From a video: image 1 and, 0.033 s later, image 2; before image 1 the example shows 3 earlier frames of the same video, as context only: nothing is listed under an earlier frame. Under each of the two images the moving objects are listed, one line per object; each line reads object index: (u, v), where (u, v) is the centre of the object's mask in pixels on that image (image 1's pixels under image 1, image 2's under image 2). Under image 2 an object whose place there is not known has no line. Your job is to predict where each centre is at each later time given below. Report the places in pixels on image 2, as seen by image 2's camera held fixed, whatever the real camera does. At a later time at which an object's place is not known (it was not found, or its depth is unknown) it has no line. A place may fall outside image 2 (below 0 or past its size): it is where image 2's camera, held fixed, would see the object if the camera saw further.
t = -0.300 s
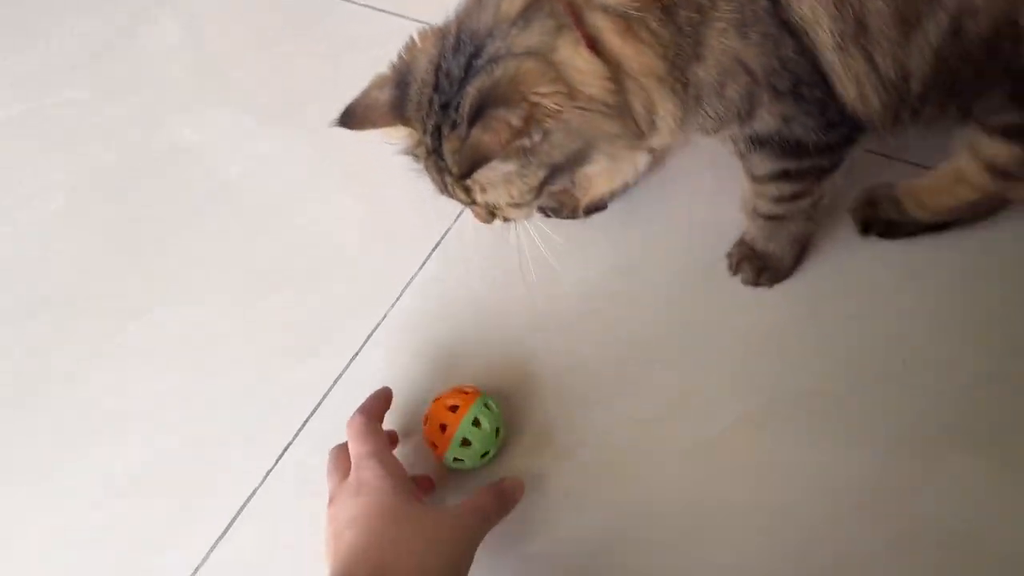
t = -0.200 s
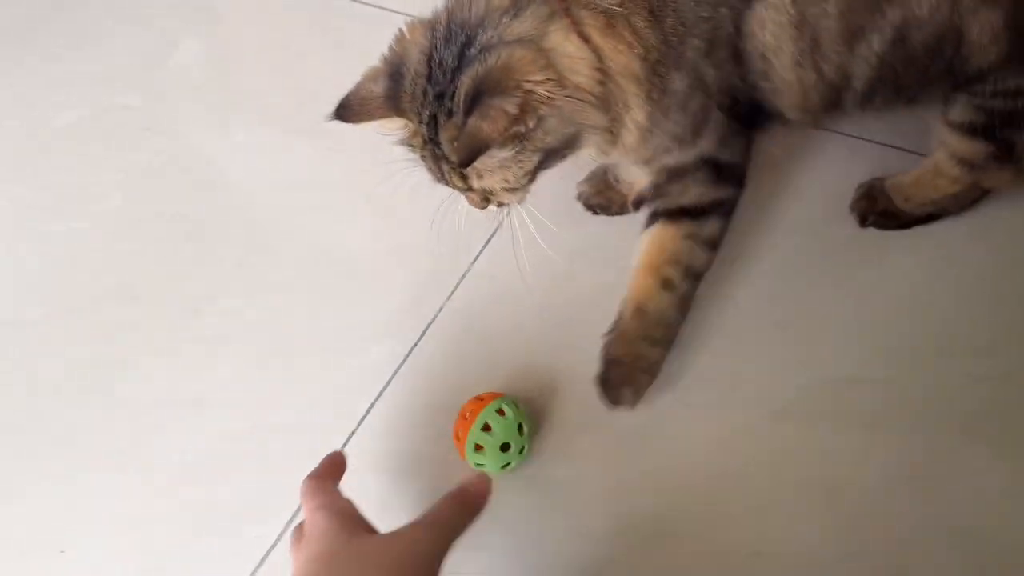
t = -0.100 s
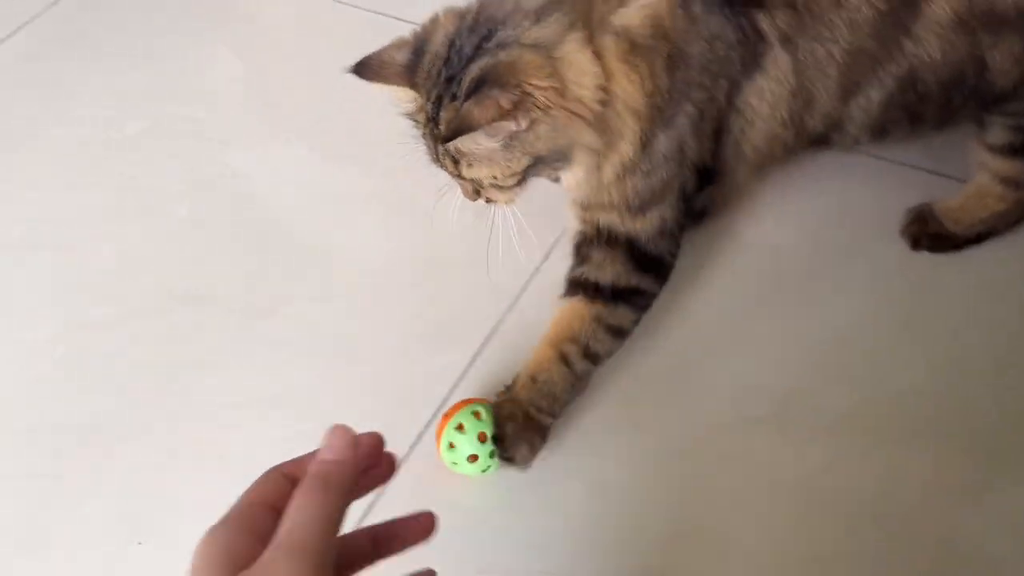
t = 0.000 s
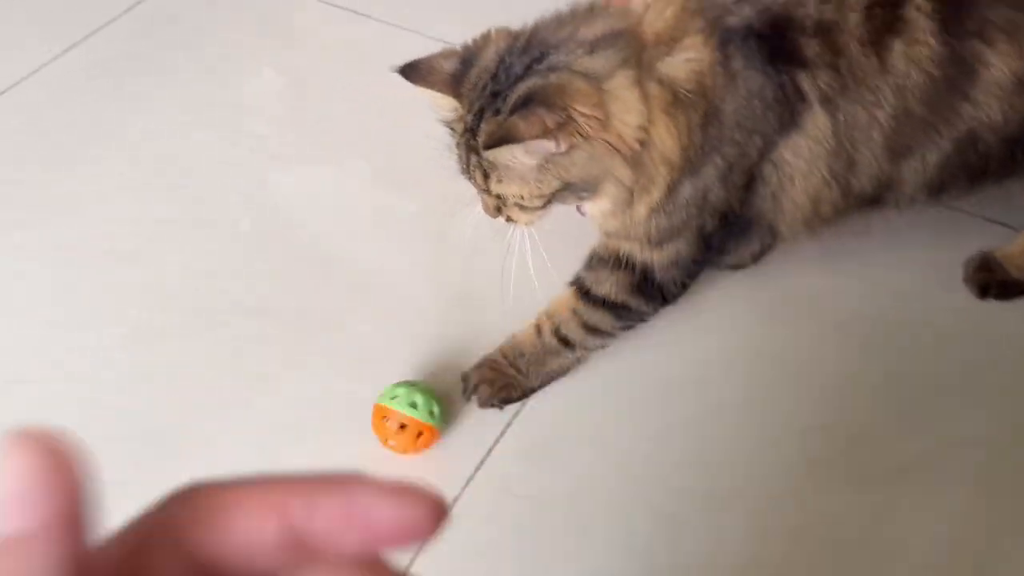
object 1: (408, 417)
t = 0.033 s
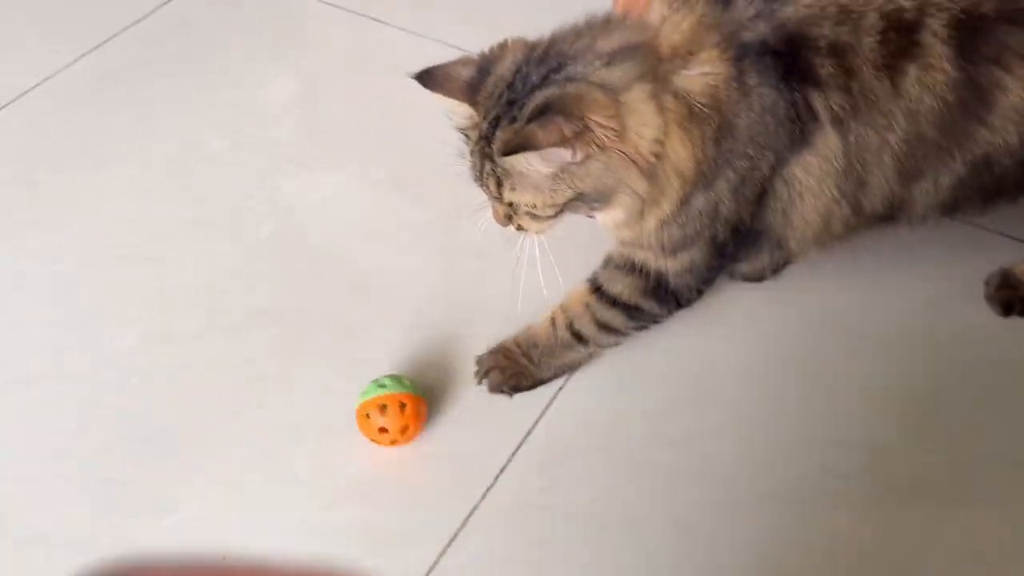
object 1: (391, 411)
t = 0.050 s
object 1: (382, 403)
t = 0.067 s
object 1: (374, 398)
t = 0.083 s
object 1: (367, 392)
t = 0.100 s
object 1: (355, 387)
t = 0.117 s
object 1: (347, 380)
